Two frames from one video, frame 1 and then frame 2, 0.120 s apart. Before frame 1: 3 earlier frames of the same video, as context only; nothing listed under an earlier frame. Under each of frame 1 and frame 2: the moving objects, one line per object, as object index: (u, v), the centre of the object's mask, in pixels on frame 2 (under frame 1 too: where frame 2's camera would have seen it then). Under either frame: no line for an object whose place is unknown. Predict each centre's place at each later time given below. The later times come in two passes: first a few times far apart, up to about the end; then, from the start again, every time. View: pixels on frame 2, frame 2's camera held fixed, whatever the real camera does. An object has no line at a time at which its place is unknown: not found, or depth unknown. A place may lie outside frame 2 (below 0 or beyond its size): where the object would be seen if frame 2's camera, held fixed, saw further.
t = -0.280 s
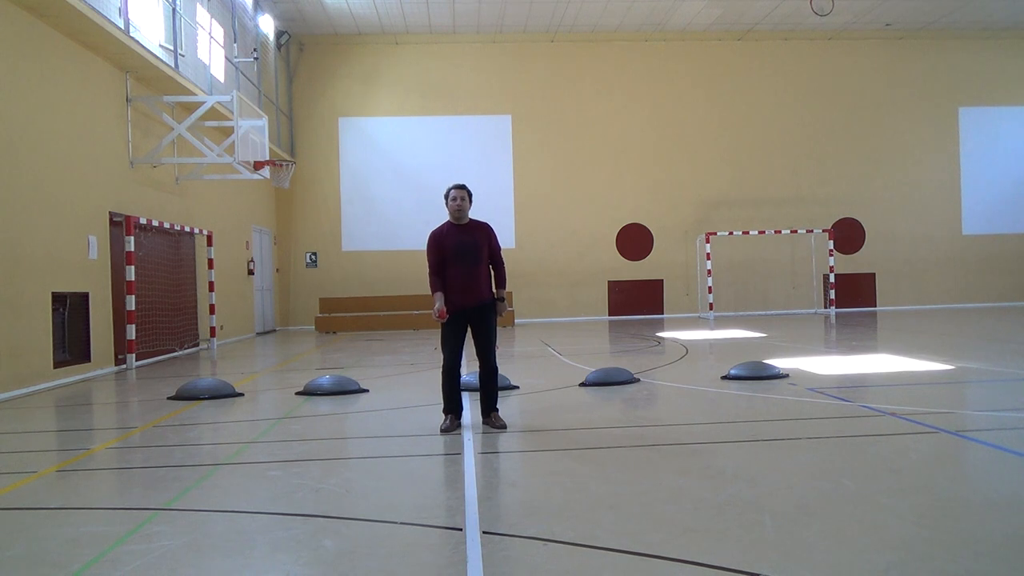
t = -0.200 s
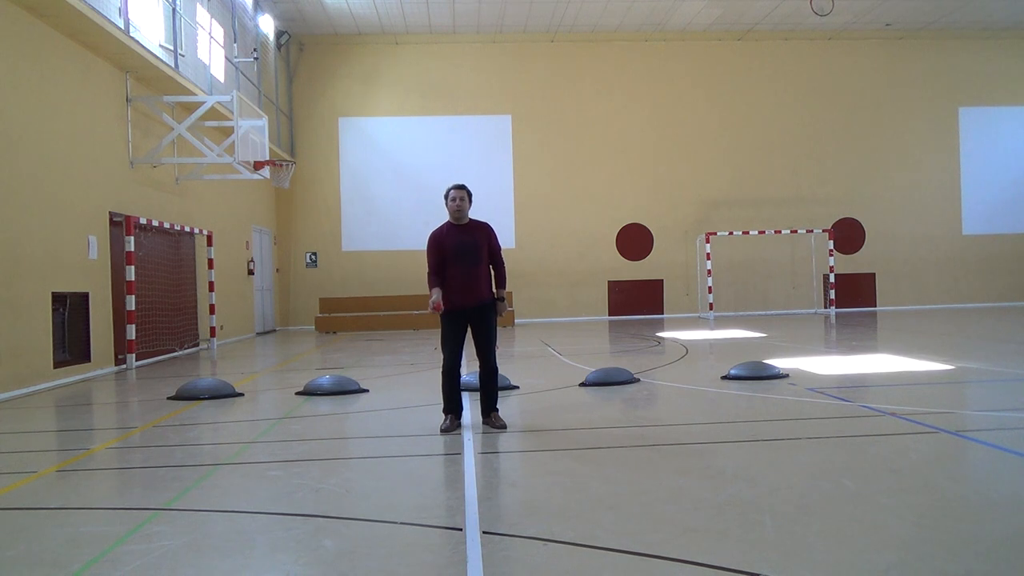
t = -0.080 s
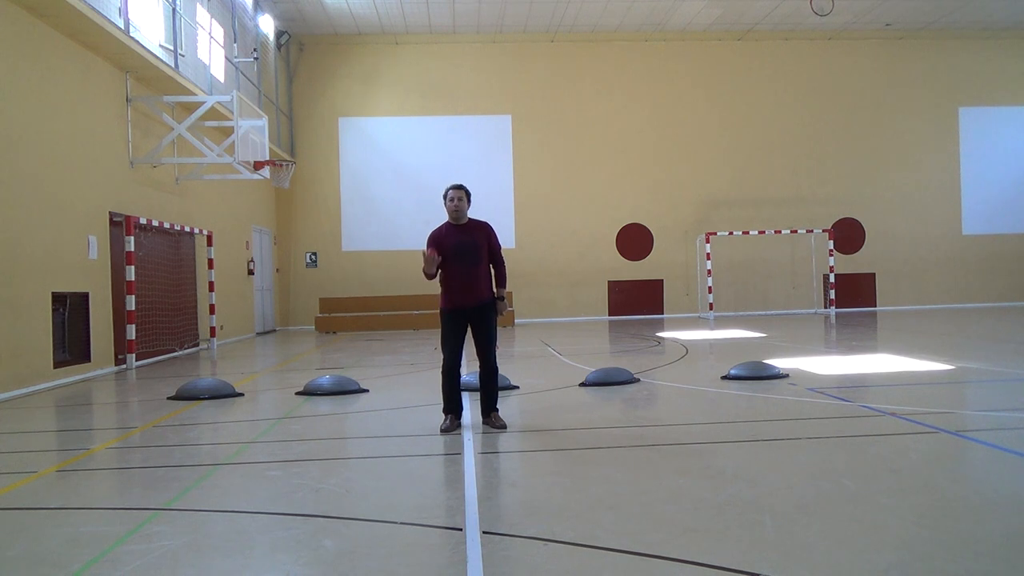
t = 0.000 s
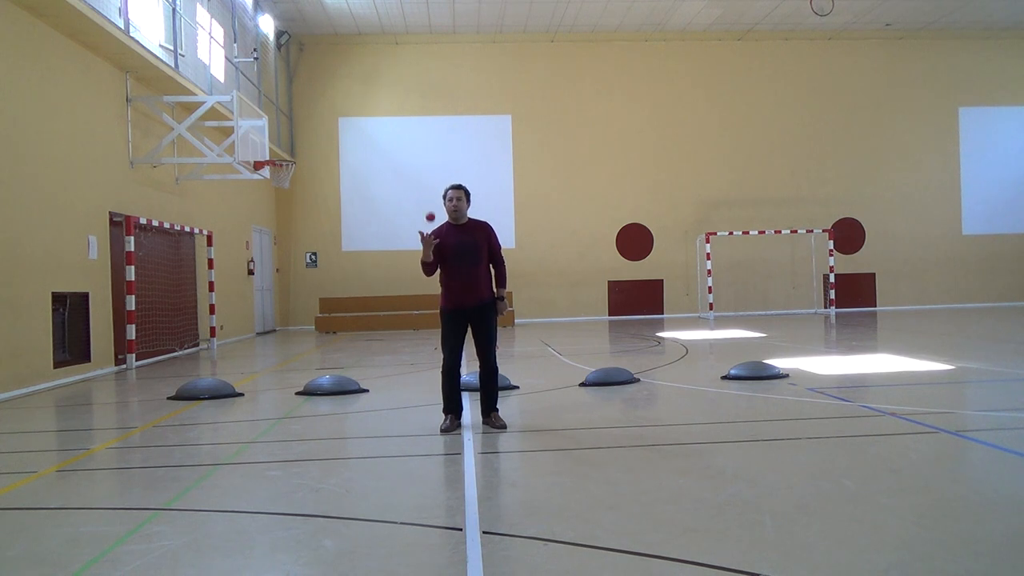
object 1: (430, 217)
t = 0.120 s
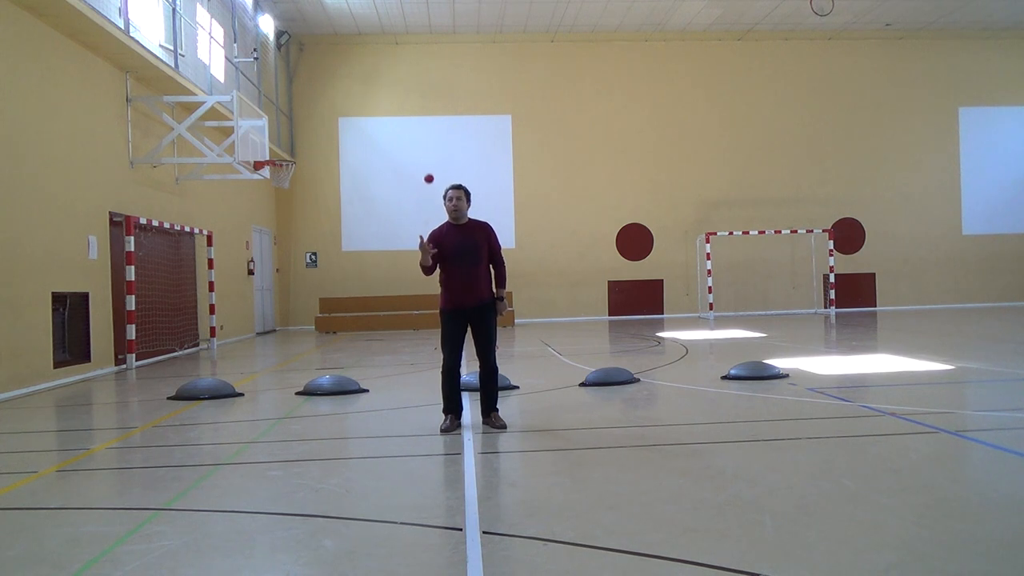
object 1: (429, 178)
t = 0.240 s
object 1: (428, 160)
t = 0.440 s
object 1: (428, 178)
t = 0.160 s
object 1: (428, 169)
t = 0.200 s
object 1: (428, 164)
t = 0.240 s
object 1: (428, 160)
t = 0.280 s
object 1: (428, 159)
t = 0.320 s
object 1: (428, 160)
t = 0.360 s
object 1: (428, 163)
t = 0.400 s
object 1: (428, 169)
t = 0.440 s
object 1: (428, 178)
